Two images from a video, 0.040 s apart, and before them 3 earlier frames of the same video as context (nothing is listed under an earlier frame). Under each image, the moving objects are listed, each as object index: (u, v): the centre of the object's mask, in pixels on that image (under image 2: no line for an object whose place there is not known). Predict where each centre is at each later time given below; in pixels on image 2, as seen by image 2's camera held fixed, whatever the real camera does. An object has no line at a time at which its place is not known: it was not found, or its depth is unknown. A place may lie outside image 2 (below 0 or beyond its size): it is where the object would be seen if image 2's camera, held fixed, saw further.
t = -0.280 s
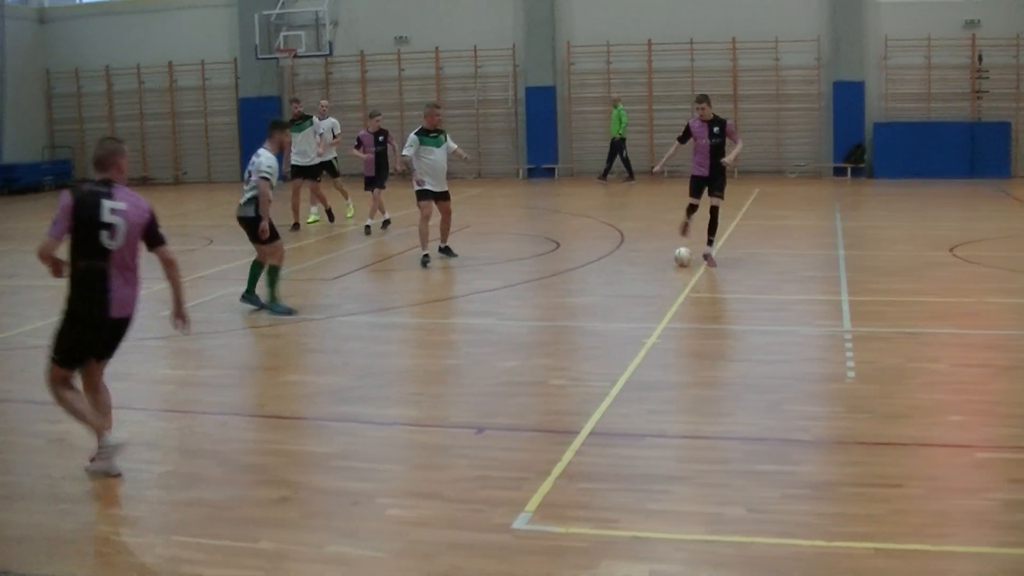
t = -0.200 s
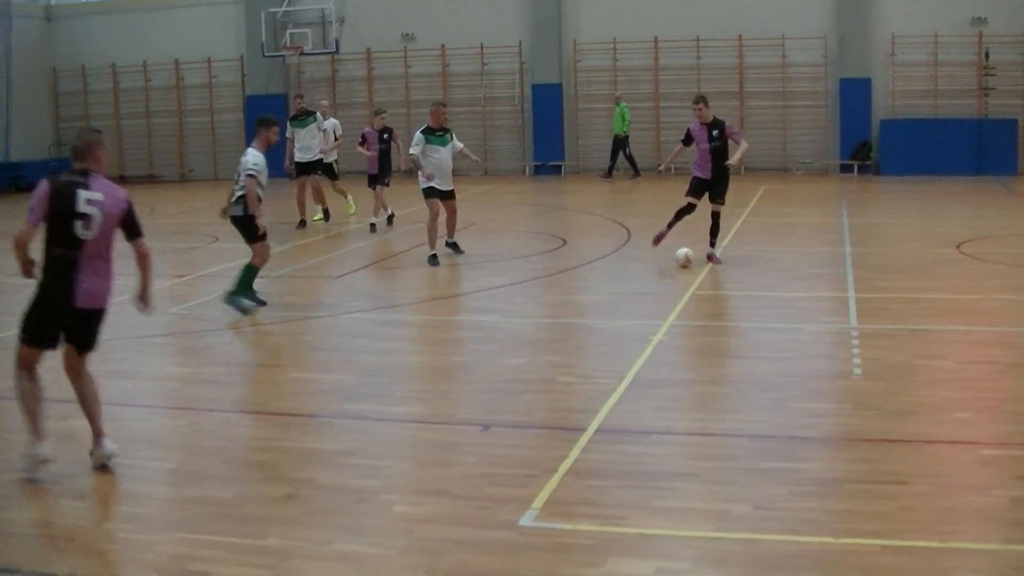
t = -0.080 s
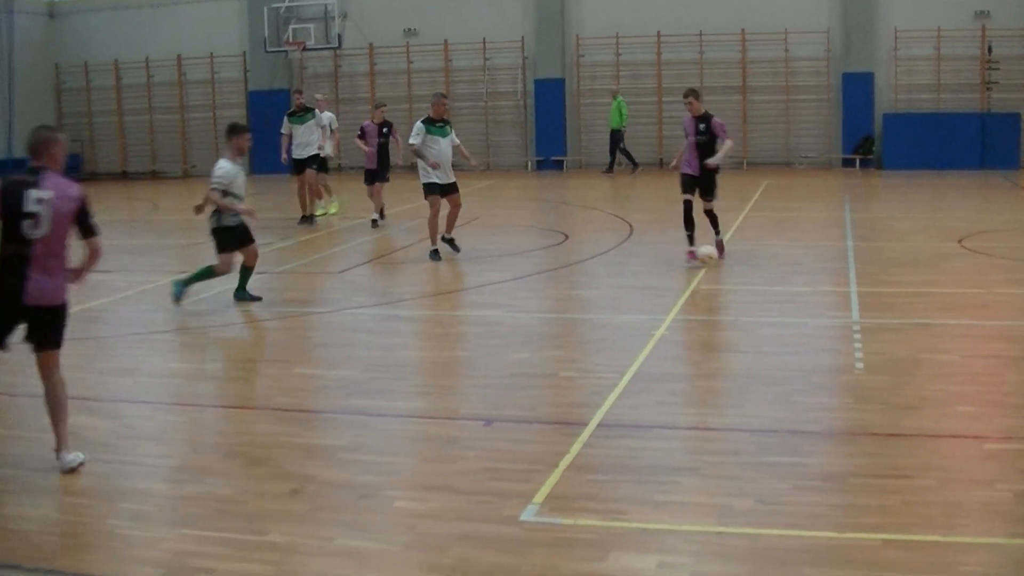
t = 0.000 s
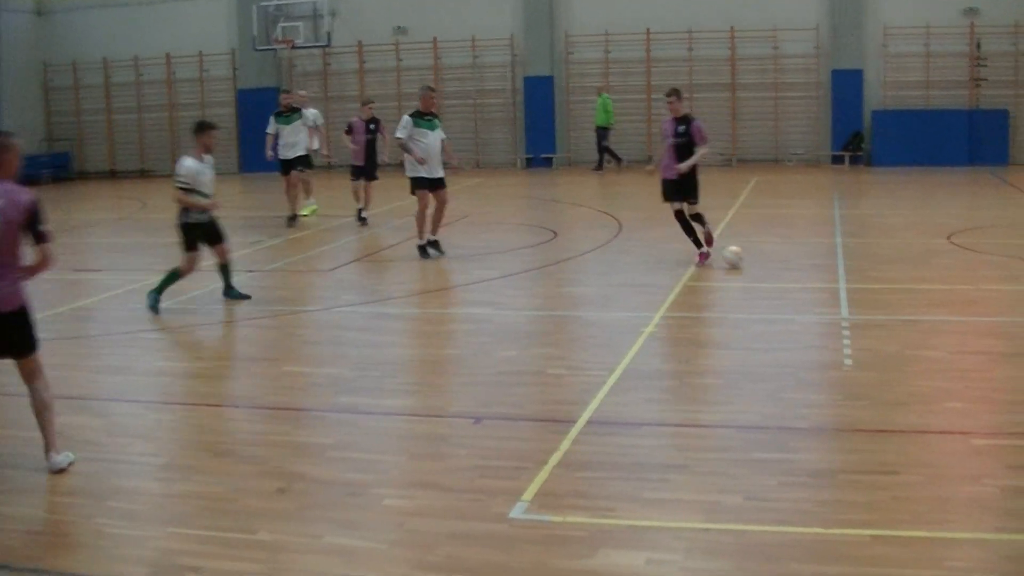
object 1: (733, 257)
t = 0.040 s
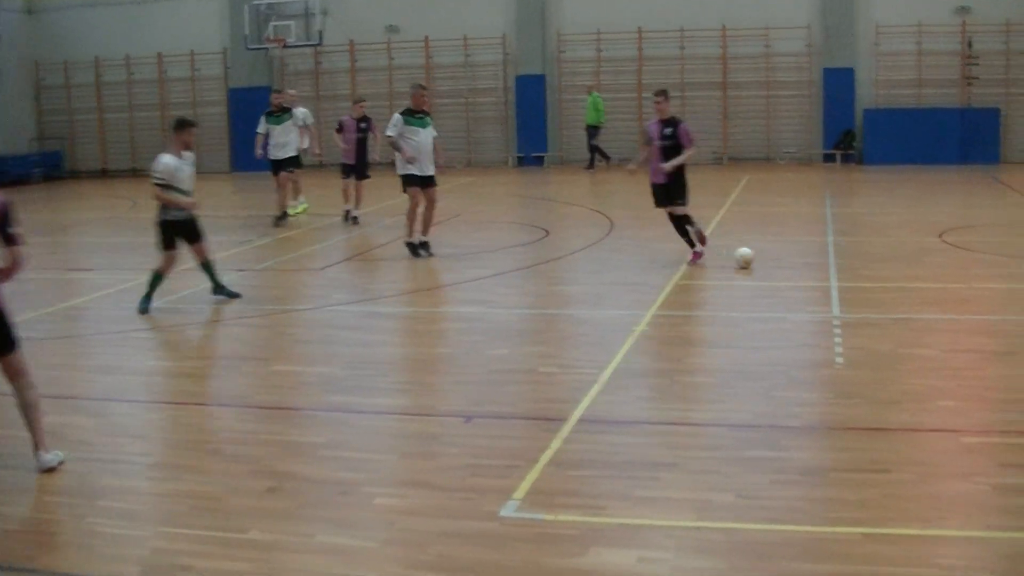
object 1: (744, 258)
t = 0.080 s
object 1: (759, 259)
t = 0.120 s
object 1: (775, 260)
